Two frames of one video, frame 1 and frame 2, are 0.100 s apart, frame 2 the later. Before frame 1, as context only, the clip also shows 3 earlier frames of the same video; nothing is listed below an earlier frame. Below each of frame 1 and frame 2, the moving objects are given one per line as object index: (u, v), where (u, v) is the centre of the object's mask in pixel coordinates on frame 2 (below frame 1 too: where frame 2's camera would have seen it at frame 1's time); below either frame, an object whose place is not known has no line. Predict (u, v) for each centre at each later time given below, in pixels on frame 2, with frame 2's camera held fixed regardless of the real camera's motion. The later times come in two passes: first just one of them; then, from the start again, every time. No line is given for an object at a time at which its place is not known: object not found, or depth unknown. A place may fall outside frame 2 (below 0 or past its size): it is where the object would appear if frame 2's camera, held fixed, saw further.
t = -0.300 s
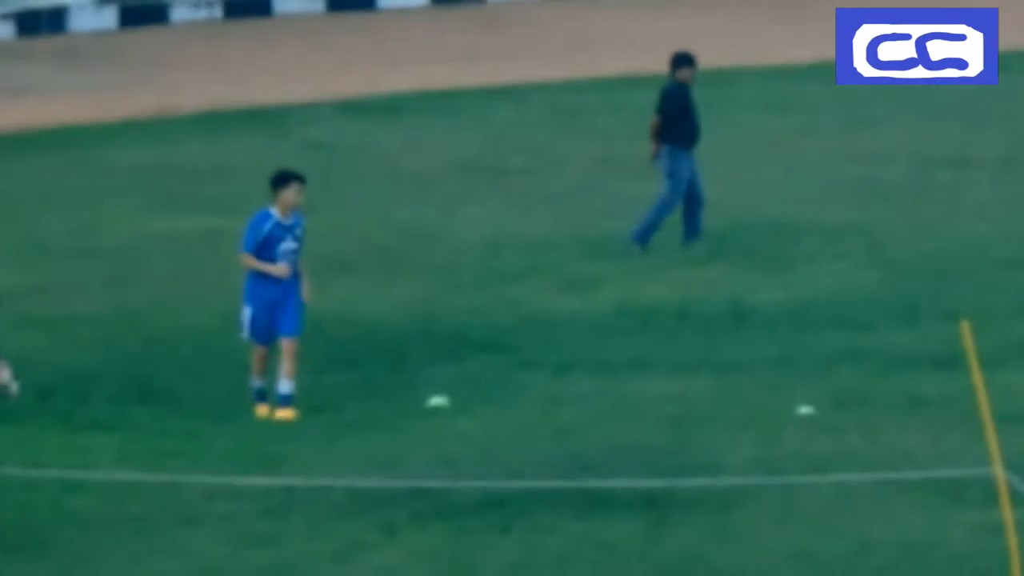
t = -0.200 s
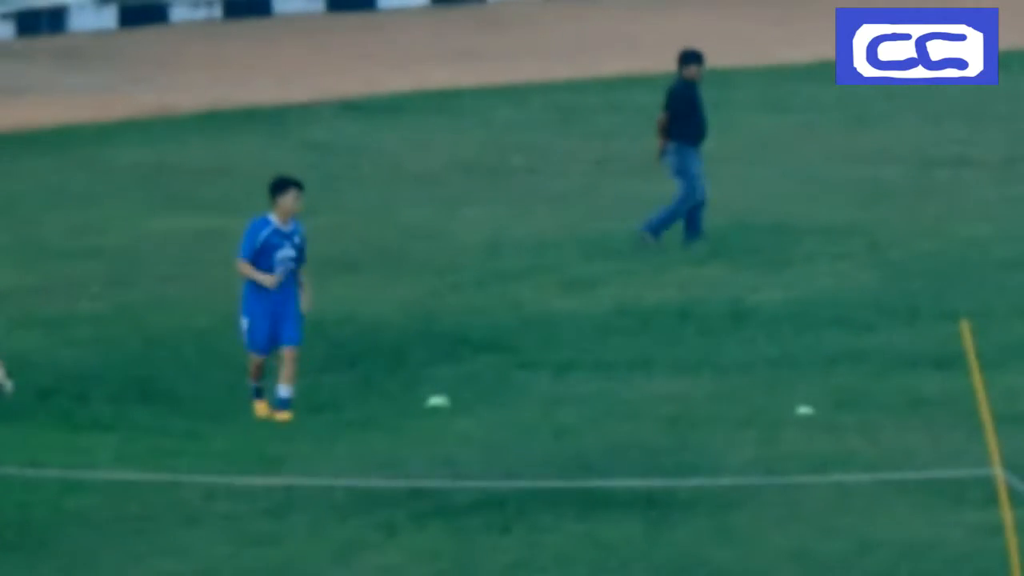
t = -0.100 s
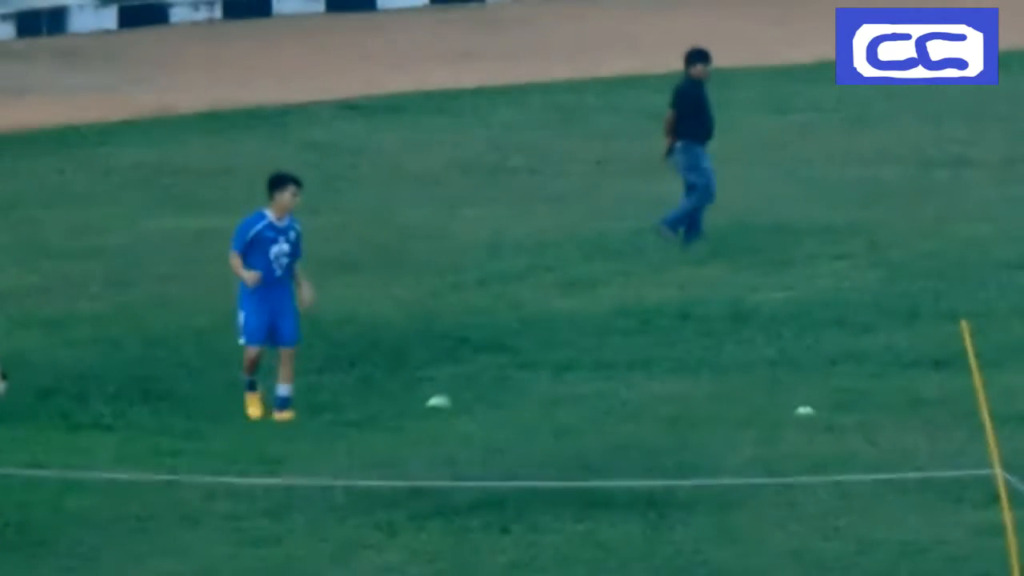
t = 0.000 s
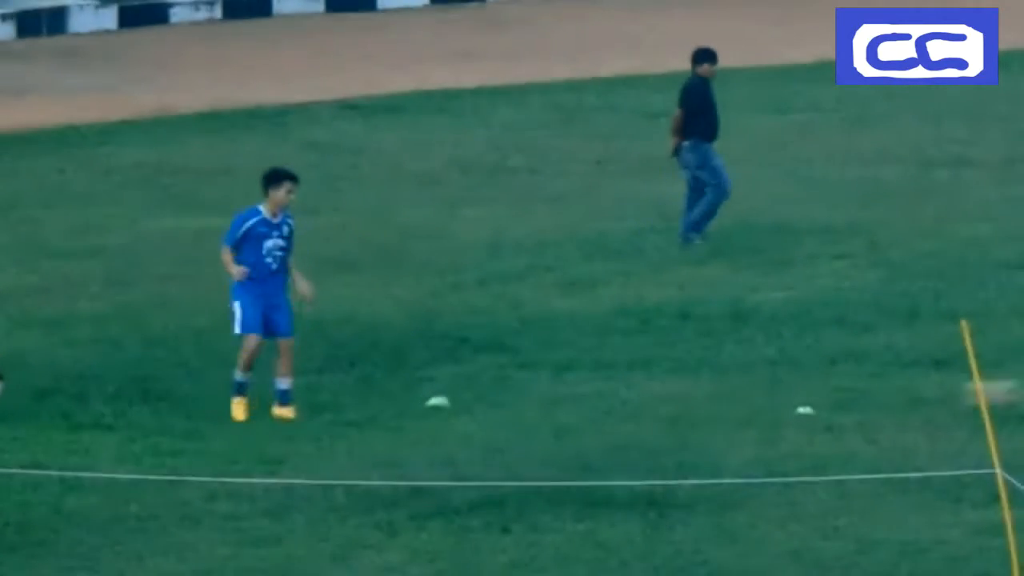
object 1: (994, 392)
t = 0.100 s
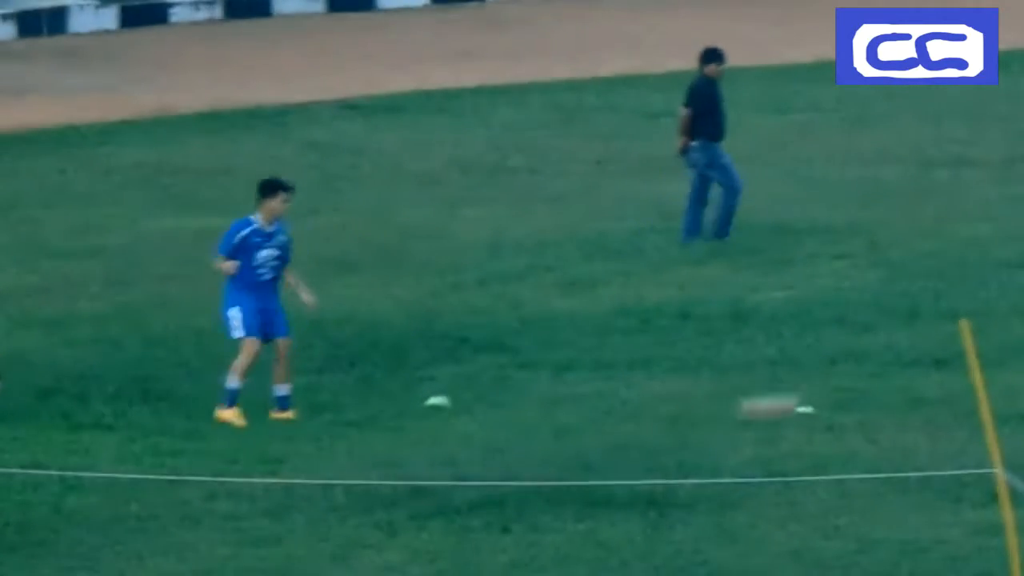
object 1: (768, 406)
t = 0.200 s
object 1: (587, 399)
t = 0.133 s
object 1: (704, 405)
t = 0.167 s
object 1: (643, 402)
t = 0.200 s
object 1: (587, 399)
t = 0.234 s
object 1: (528, 395)
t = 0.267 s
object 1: (471, 395)
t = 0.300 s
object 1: (411, 398)
